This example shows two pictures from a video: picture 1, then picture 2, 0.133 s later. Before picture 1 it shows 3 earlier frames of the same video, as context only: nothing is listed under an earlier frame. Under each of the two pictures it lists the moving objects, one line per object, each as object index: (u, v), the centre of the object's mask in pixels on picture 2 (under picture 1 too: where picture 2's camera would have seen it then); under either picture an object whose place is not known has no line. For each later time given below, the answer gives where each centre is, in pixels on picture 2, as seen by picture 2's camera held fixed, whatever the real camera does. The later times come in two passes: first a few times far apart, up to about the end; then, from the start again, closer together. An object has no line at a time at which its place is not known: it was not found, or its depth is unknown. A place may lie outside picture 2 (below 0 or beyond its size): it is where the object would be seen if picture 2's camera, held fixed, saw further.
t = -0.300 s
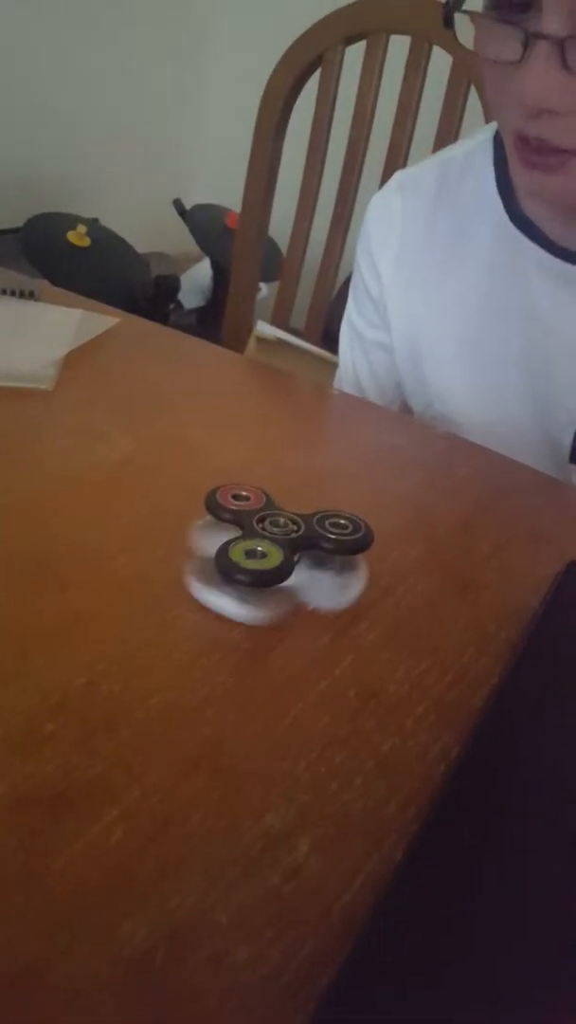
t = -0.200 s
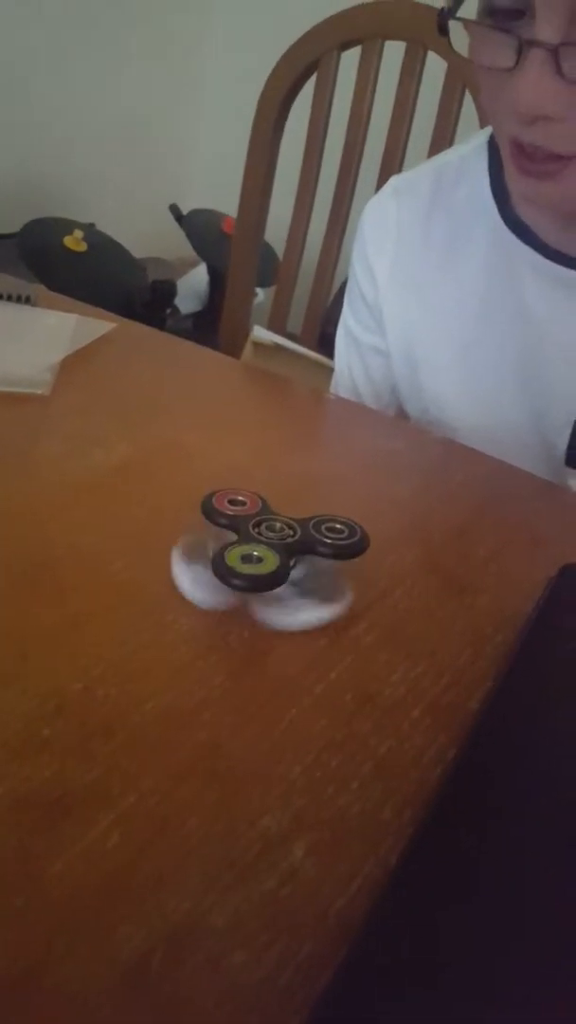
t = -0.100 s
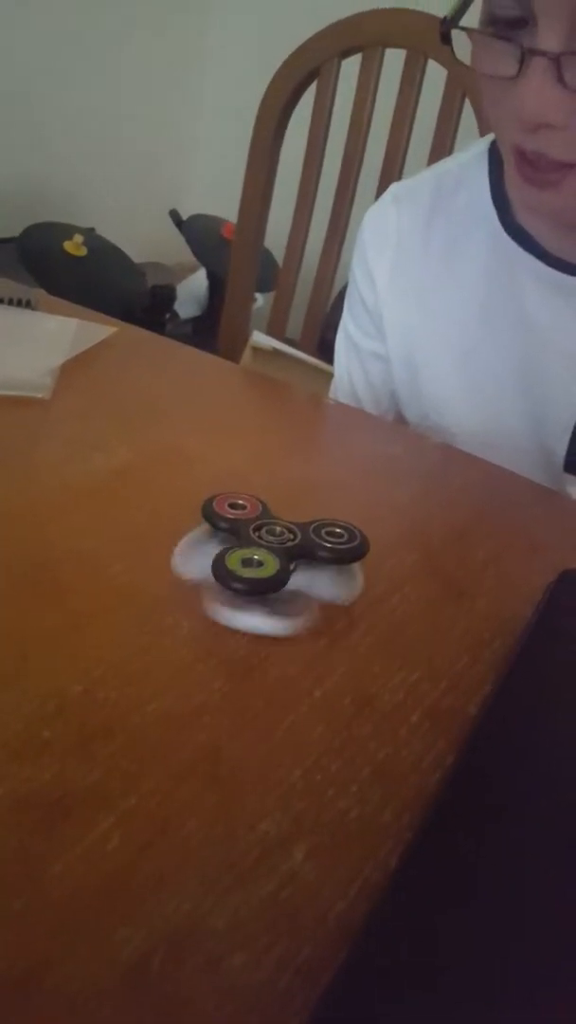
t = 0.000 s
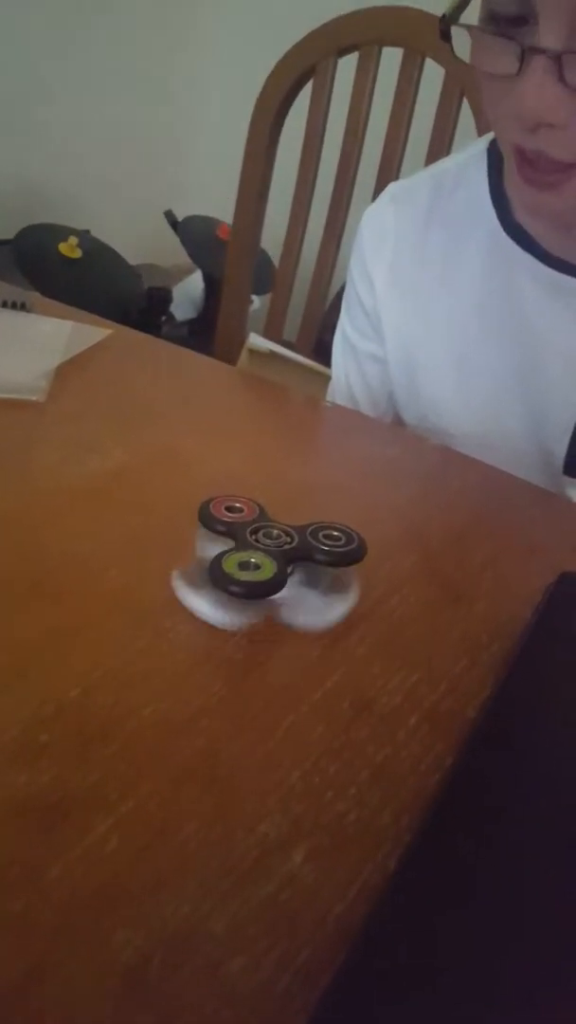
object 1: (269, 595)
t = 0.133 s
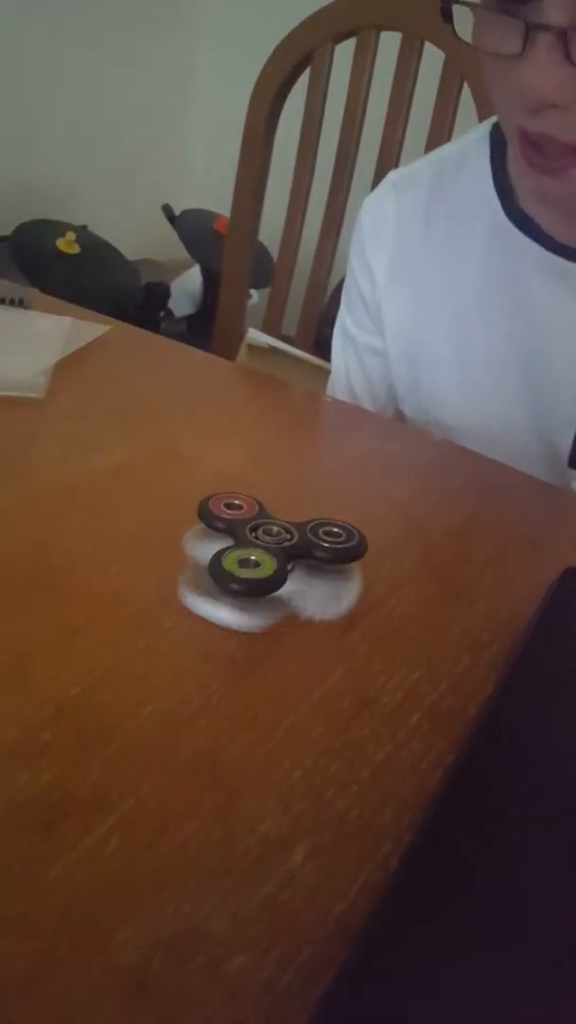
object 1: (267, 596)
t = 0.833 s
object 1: (266, 597)
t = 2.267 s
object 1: (255, 597)
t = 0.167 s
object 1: (262, 597)
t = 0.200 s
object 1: (265, 596)
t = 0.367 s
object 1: (265, 596)
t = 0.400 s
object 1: (263, 597)
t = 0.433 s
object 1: (271, 593)
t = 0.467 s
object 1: (261, 596)
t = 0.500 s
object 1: (268, 595)
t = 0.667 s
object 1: (257, 599)
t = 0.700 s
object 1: (267, 595)
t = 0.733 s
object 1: (261, 598)
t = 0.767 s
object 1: (265, 596)
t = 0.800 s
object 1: (258, 597)
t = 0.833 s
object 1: (266, 597)
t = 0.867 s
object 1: (260, 598)
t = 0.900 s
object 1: (263, 598)
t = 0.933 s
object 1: (262, 597)
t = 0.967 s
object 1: (265, 598)
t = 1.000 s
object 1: (261, 597)
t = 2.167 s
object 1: (262, 598)
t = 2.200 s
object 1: (258, 599)
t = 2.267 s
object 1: (255, 597)
